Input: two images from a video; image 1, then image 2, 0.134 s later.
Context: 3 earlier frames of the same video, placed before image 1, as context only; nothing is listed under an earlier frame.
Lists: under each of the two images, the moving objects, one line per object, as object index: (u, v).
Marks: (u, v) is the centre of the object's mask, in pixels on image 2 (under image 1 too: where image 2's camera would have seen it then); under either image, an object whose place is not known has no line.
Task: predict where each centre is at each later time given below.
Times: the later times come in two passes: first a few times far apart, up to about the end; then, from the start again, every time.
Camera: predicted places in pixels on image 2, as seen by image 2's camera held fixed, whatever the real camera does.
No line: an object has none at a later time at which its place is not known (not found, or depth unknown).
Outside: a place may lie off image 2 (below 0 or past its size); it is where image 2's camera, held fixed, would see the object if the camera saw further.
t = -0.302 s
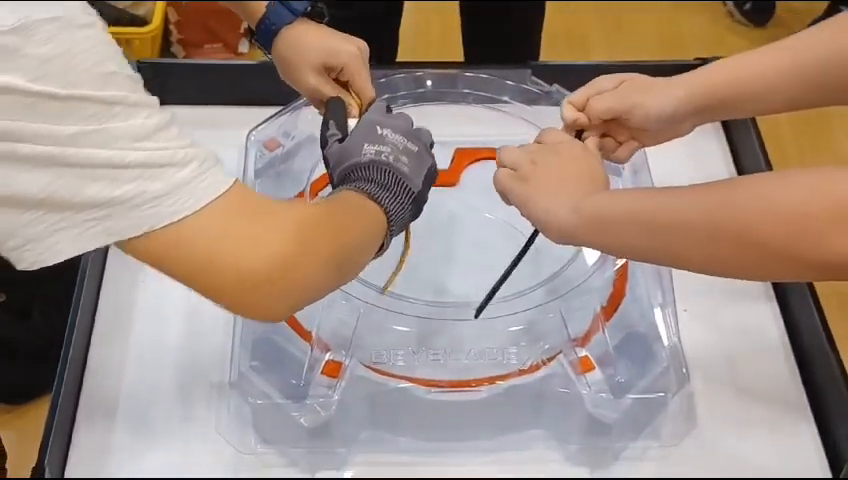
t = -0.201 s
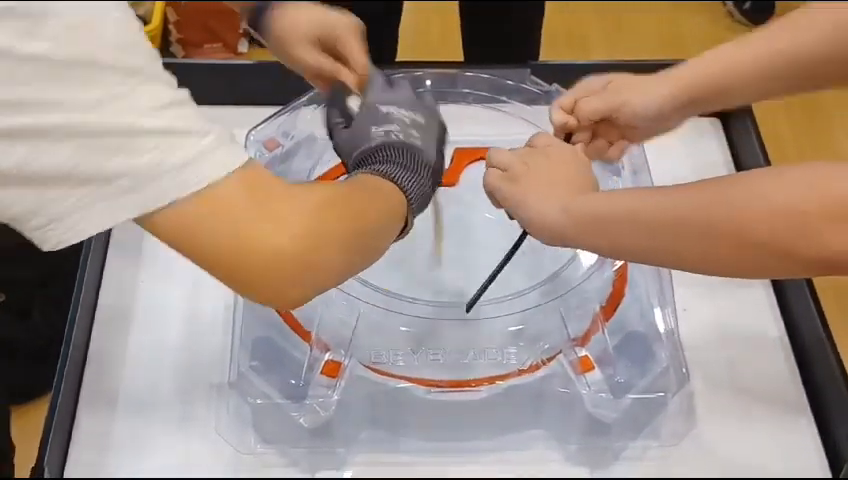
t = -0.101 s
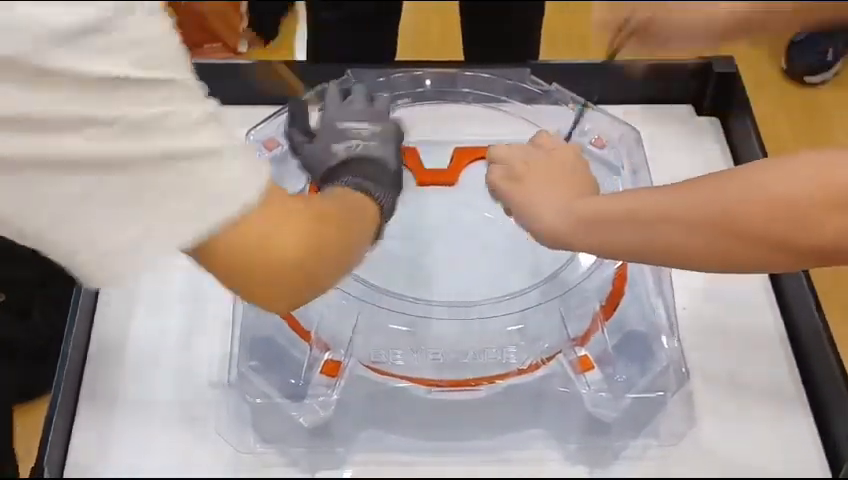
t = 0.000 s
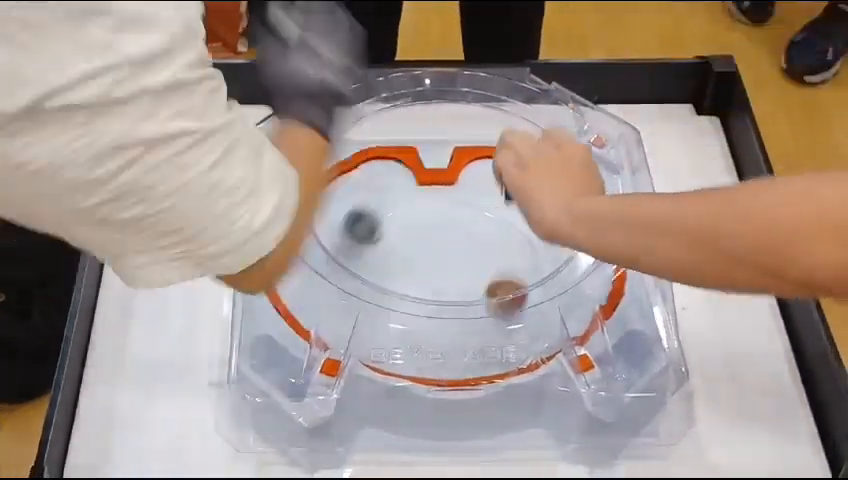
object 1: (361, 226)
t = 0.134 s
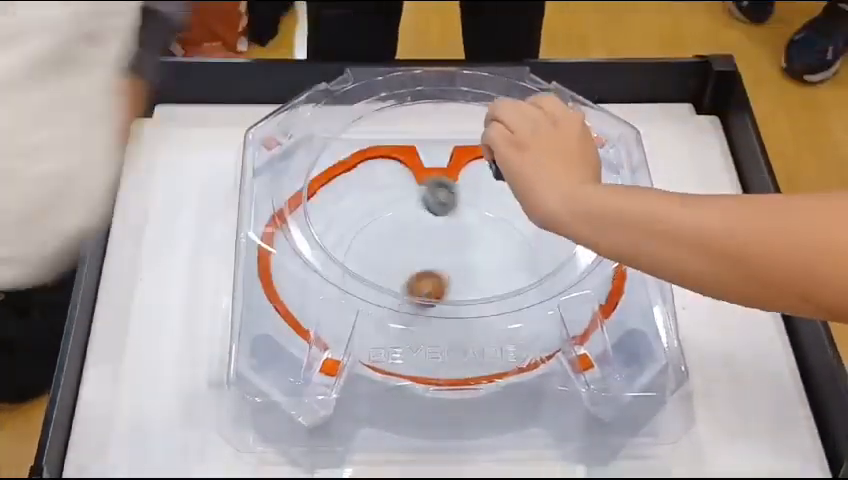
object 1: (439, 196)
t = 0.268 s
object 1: (507, 242)
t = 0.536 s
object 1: (563, 259)
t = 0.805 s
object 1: (560, 256)
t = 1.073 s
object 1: (543, 222)
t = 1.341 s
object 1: (524, 193)
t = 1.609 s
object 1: (524, 181)
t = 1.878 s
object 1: (560, 199)
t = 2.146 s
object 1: (610, 251)
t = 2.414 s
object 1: (591, 301)
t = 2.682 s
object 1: (569, 318)
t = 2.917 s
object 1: (563, 318)
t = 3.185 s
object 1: (567, 318)
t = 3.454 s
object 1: (557, 318)
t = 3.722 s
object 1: (530, 341)
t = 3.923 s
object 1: (516, 344)
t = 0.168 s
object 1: (458, 207)
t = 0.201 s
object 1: (476, 225)
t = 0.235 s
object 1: (494, 251)
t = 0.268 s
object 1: (507, 242)
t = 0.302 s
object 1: (520, 239)
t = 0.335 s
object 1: (531, 243)
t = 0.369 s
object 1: (542, 255)
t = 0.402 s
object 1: (548, 252)
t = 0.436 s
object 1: (548, 251)
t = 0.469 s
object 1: (556, 261)
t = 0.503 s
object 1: (562, 260)
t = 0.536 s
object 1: (563, 259)
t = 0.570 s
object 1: (564, 263)
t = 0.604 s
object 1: (564, 261)
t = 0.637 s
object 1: (564, 263)
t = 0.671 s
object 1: (564, 261)
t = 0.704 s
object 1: (563, 261)
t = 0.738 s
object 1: (563, 260)
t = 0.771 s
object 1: (562, 259)
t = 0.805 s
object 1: (560, 256)
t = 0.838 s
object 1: (557, 248)
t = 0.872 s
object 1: (556, 246)
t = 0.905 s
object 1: (555, 243)
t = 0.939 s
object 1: (554, 240)
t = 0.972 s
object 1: (552, 236)
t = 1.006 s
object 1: (549, 232)
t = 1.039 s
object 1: (546, 227)
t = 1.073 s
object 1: (543, 222)
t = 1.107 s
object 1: (541, 218)
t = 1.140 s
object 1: (538, 214)
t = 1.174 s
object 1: (536, 209)
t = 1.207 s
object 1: (534, 205)
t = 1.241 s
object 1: (531, 202)
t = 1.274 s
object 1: (529, 198)
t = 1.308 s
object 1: (526, 196)
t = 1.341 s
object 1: (524, 193)
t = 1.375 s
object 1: (522, 191)
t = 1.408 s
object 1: (520, 188)
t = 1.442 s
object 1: (520, 186)
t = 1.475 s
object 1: (520, 184)
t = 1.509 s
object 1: (520, 182)
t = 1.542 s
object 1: (521, 182)
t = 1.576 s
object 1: (523, 181)
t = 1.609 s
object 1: (524, 181)
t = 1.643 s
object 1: (527, 181)
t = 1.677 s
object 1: (529, 183)
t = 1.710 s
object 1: (533, 184)
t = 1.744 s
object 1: (537, 186)
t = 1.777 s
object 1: (541, 188)
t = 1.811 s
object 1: (547, 192)
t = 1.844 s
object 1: (553, 195)
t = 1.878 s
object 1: (560, 199)
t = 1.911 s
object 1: (568, 204)
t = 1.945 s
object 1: (576, 208)
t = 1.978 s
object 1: (585, 213)
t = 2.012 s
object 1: (593, 217)
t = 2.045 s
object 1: (600, 224)
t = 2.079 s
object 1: (604, 232)
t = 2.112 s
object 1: (608, 240)
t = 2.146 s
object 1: (610, 251)
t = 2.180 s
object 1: (612, 257)
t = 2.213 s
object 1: (610, 267)
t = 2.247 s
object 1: (606, 273)
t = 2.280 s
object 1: (605, 275)
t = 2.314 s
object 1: (601, 285)
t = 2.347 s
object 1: (597, 292)
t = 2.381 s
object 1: (594, 296)
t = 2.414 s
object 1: (591, 301)
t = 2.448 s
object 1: (587, 305)
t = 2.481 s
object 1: (583, 308)
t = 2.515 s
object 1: (579, 312)
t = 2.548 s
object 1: (577, 314)
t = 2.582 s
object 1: (577, 314)
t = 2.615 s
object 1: (574, 316)
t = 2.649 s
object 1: (571, 317)
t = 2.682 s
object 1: (569, 318)
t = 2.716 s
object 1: (567, 318)
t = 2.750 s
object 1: (566, 319)
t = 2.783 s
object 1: (565, 319)
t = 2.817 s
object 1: (564, 319)
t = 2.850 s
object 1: (564, 319)
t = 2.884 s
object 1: (563, 318)
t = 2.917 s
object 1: (563, 318)
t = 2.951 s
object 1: (563, 317)
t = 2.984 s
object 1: (563, 317)
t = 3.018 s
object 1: (564, 316)
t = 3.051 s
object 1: (564, 316)
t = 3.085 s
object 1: (564, 316)
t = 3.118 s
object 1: (565, 317)
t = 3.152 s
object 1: (566, 317)
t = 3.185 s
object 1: (567, 318)
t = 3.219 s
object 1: (568, 319)
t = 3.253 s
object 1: (567, 317)
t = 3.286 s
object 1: (566, 317)
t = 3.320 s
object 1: (565, 316)
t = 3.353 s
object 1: (563, 316)
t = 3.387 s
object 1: (561, 316)
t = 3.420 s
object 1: (559, 317)
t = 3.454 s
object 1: (557, 318)
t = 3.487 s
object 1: (555, 321)
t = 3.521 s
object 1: (552, 322)
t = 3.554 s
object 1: (550, 326)
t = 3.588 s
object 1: (546, 331)
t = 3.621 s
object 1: (542, 334)
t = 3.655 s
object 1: (541, 336)
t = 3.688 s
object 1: (537, 338)
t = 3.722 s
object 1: (530, 341)
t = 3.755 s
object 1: (524, 342)
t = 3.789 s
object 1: (519, 343)
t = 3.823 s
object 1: (515, 344)
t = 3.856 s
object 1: (508, 345)
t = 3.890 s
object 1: (500, 347)
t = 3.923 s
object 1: (516, 344)
